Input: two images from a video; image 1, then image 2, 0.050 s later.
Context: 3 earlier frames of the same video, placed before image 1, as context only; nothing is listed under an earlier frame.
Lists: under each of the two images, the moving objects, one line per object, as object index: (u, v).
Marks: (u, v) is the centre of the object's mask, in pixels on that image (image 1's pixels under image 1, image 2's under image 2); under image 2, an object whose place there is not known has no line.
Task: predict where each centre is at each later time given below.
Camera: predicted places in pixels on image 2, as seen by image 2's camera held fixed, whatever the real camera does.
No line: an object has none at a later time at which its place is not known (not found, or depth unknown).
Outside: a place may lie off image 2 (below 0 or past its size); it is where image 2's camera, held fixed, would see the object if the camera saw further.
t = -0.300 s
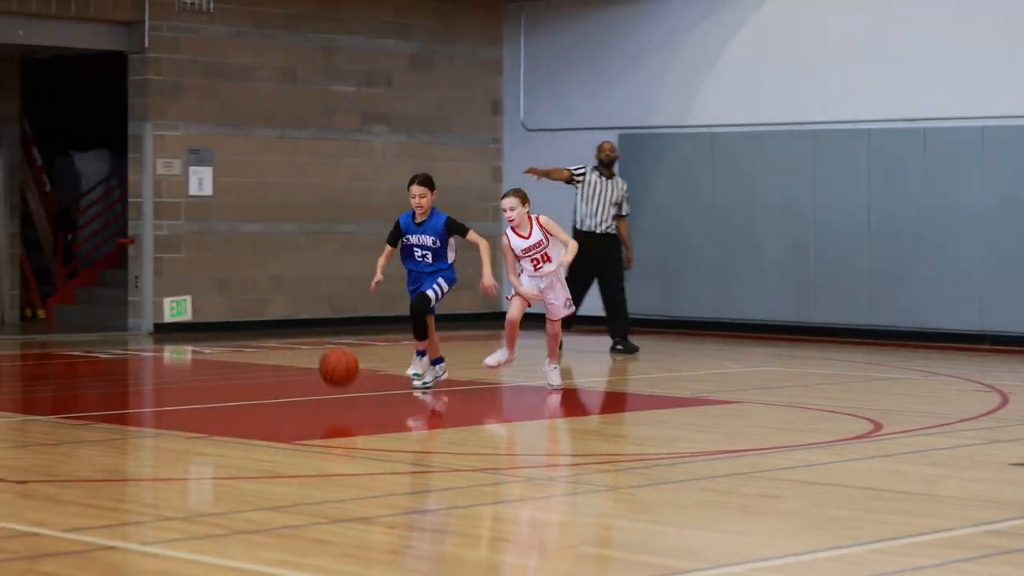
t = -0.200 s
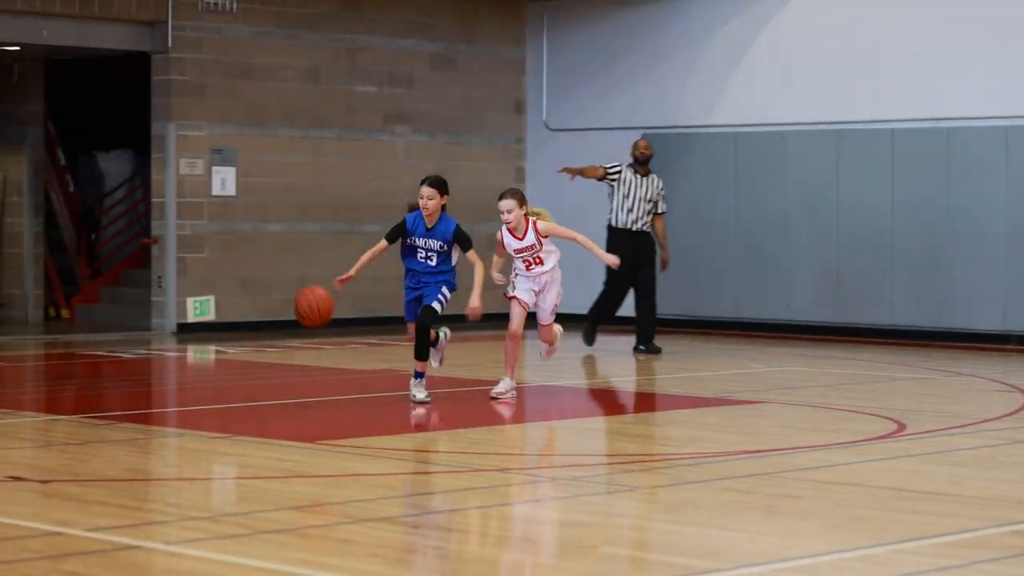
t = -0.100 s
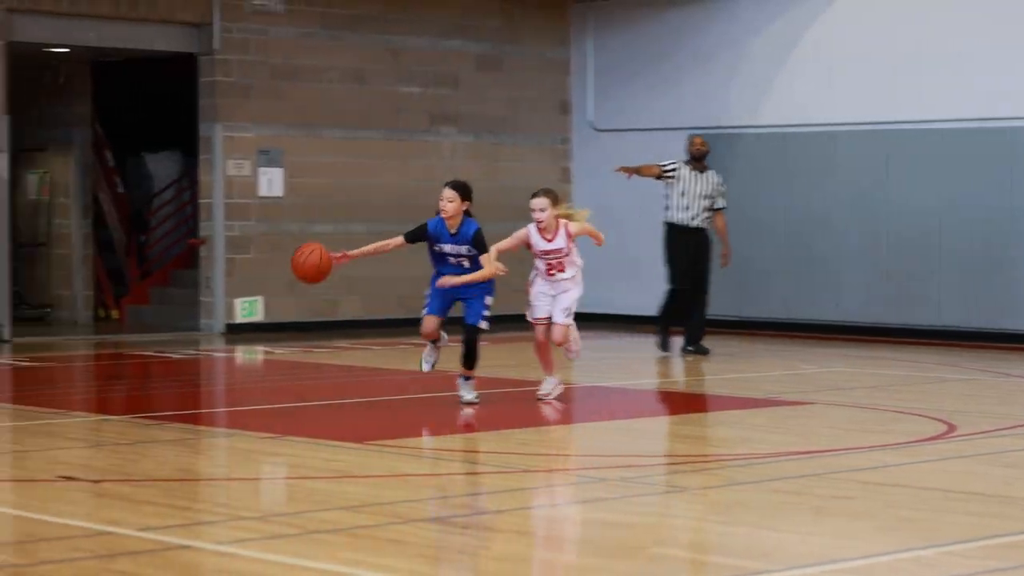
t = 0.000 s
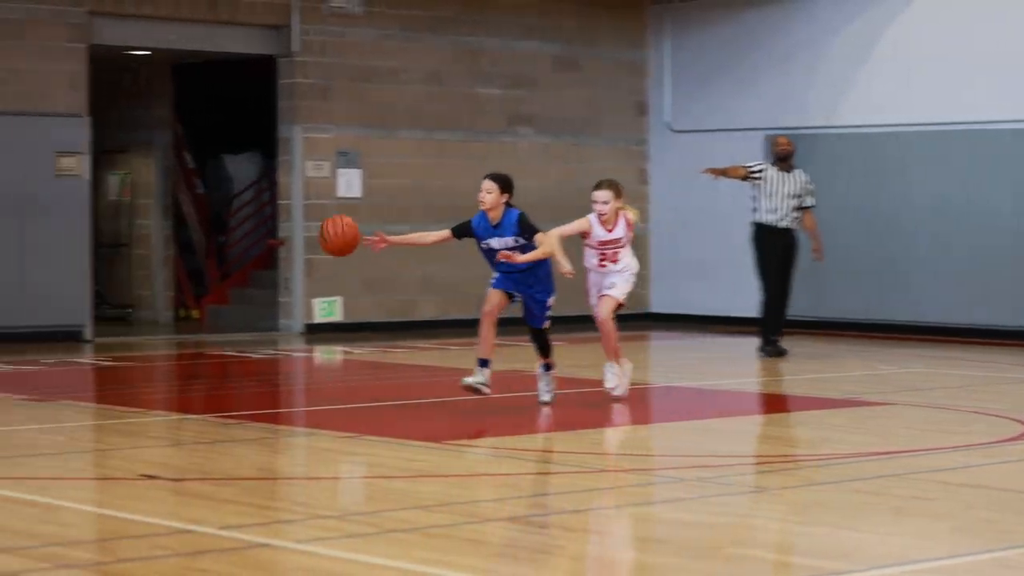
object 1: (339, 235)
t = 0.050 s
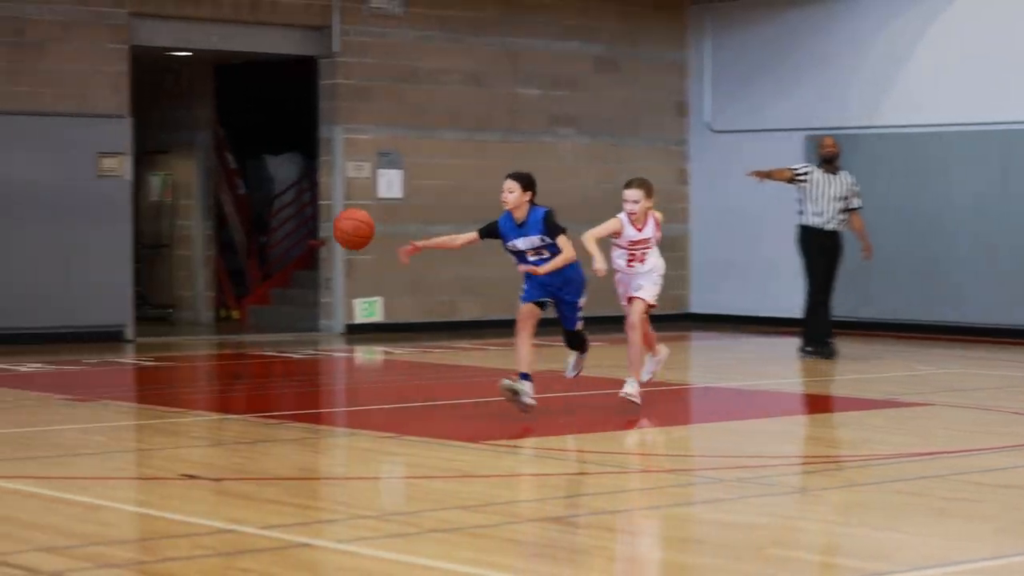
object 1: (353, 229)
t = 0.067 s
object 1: (346, 227)
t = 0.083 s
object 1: (338, 226)
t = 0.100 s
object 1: (330, 226)
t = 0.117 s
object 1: (321, 225)
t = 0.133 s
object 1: (314, 226)
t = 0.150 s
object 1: (306, 226)
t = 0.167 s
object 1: (298, 228)
